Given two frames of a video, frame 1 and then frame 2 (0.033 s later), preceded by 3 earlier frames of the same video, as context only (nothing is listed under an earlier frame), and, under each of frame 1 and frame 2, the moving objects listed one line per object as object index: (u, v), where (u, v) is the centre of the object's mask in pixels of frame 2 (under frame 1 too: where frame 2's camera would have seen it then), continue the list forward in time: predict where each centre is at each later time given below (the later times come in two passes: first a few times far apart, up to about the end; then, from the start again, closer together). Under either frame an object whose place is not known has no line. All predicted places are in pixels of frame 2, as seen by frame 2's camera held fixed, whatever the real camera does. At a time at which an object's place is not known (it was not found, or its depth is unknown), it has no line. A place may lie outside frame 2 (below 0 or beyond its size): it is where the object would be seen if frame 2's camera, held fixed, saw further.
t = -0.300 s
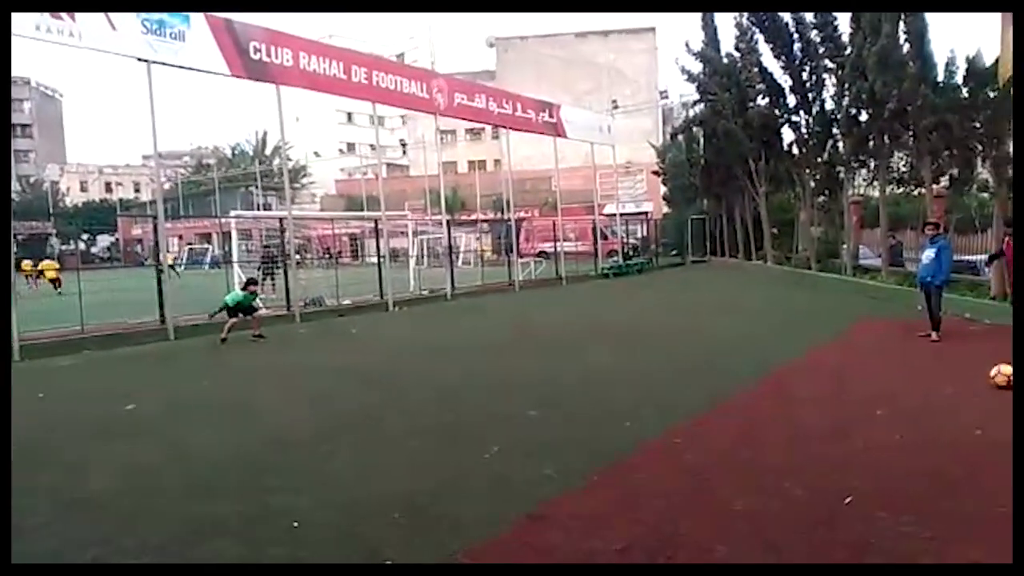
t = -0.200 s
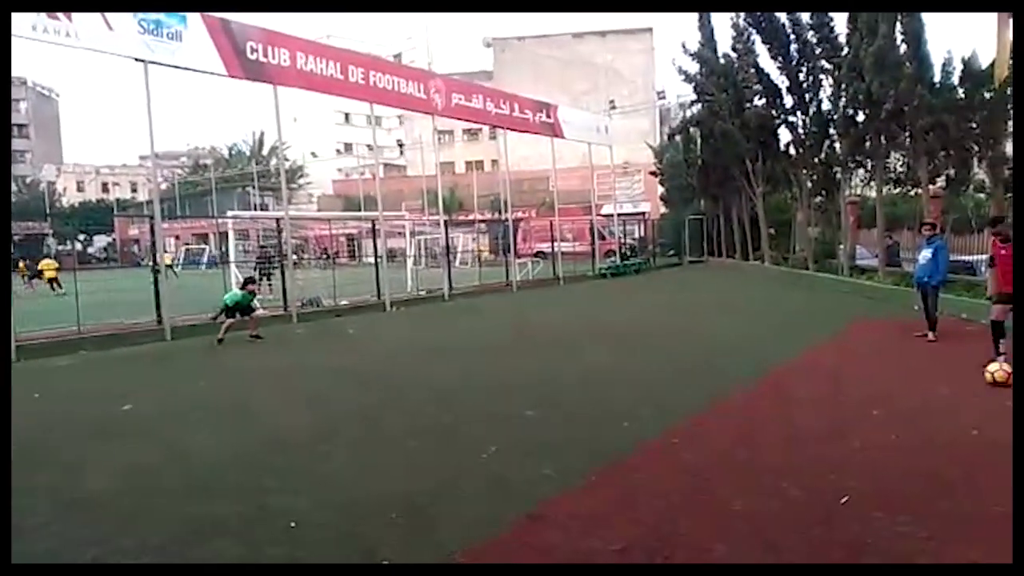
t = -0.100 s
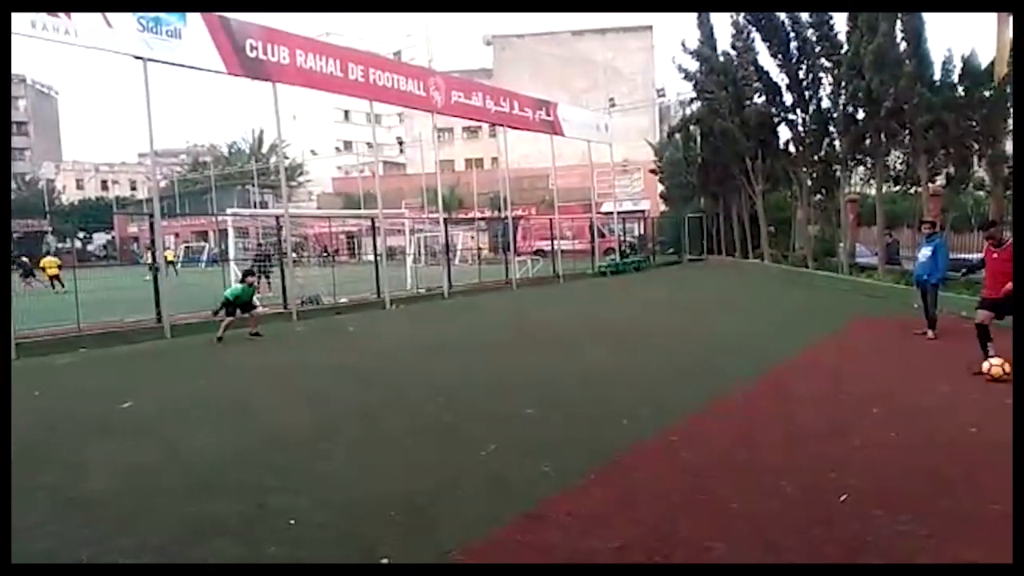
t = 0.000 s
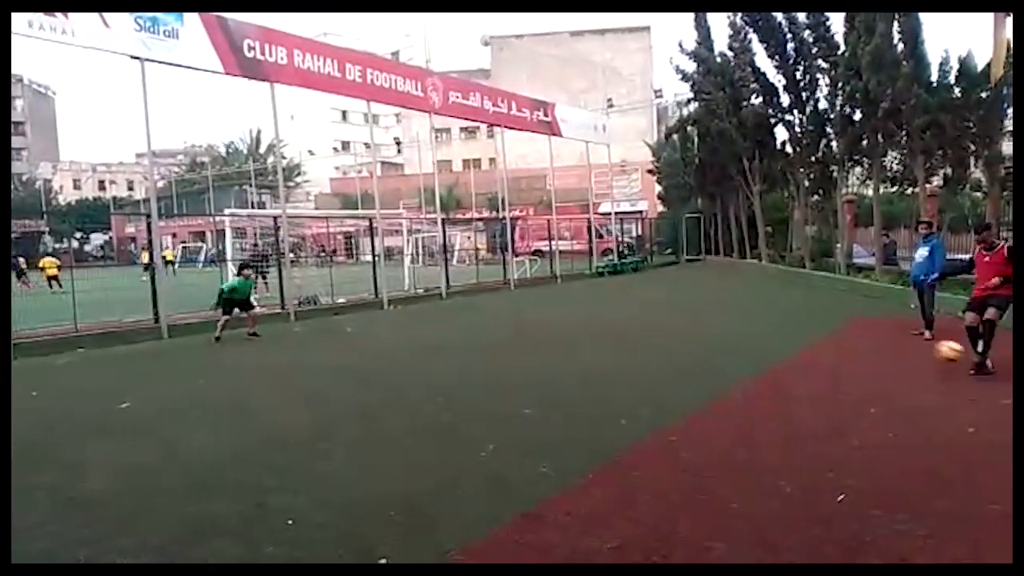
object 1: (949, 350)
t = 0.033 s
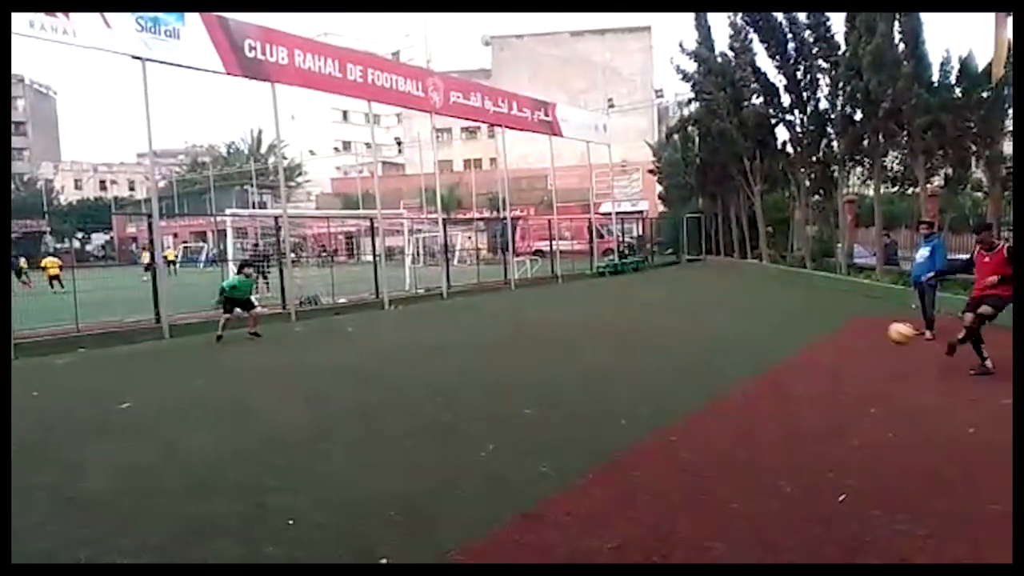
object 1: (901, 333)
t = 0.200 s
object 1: (683, 263)
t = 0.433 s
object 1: (439, 223)
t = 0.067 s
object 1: (856, 316)
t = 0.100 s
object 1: (809, 301)
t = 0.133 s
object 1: (764, 287)
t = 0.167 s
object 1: (723, 275)
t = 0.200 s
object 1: (683, 263)
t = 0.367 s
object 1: (503, 227)
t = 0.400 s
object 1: (470, 226)
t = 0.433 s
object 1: (439, 223)
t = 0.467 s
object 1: (408, 220)
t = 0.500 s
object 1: (382, 221)
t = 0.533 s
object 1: (355, 223)
